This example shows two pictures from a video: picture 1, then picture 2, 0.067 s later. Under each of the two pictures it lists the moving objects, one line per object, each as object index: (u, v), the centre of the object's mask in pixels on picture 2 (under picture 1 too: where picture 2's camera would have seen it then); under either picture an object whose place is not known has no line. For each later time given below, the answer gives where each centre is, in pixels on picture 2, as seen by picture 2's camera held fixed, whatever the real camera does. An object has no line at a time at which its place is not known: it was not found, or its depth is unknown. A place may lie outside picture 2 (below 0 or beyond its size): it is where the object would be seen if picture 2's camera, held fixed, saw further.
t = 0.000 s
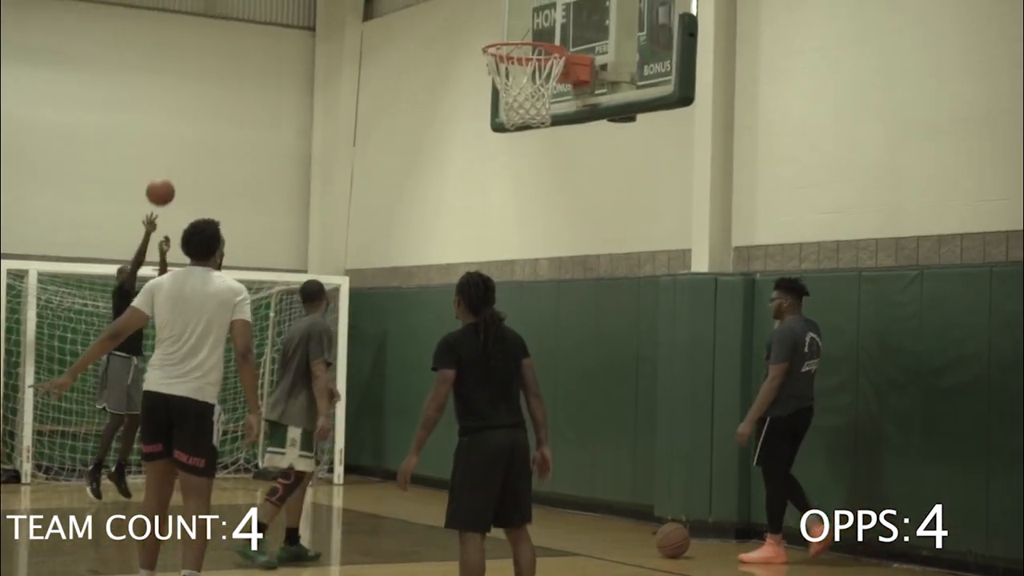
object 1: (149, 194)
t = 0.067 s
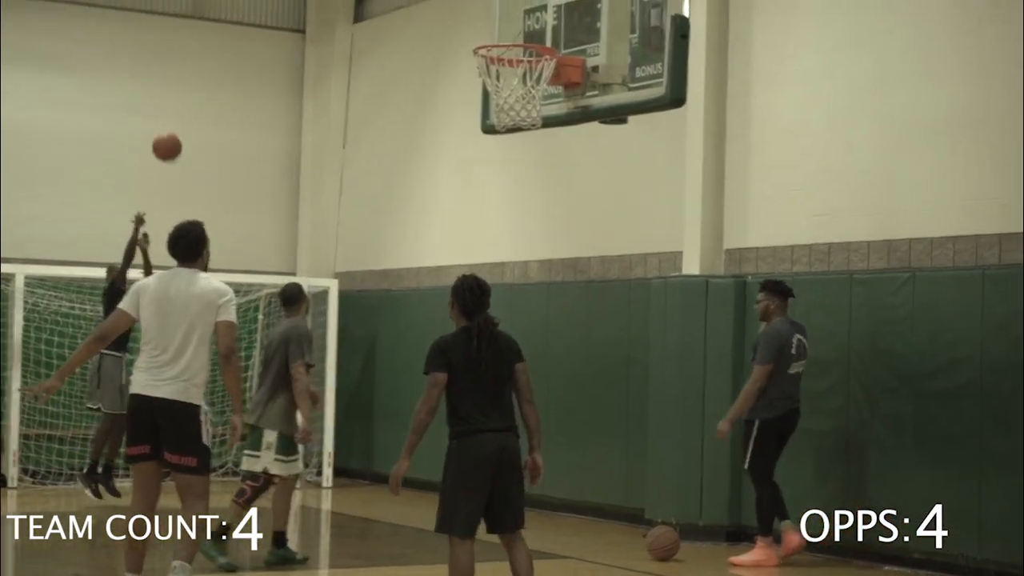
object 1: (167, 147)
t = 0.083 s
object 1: (172, 136)
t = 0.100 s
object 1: (178, 125)
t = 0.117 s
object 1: (183, 115)
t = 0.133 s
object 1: (188, 104)
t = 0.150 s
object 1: (193, 94)
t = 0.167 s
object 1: (199, 83)
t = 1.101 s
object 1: (542, 34)
